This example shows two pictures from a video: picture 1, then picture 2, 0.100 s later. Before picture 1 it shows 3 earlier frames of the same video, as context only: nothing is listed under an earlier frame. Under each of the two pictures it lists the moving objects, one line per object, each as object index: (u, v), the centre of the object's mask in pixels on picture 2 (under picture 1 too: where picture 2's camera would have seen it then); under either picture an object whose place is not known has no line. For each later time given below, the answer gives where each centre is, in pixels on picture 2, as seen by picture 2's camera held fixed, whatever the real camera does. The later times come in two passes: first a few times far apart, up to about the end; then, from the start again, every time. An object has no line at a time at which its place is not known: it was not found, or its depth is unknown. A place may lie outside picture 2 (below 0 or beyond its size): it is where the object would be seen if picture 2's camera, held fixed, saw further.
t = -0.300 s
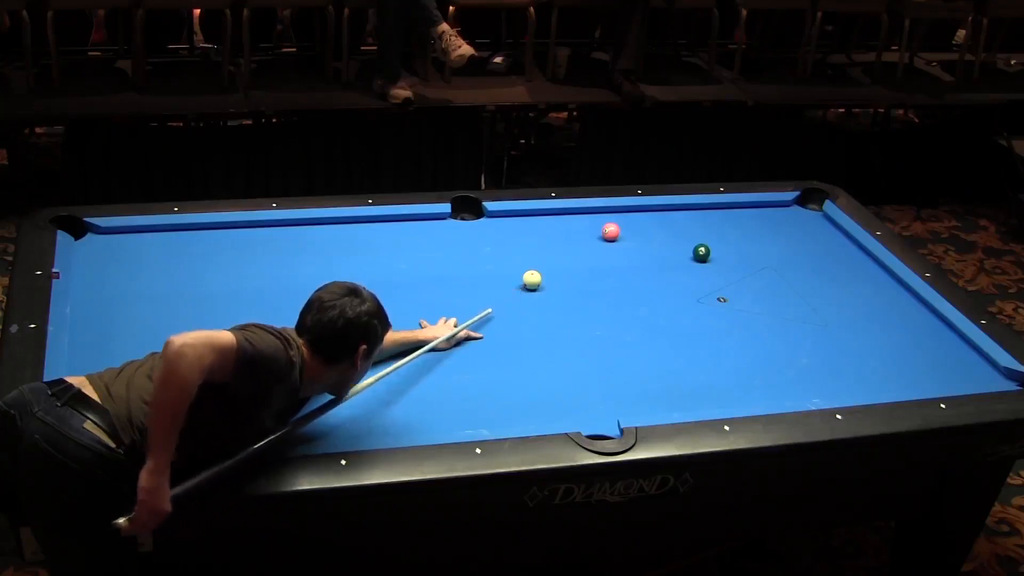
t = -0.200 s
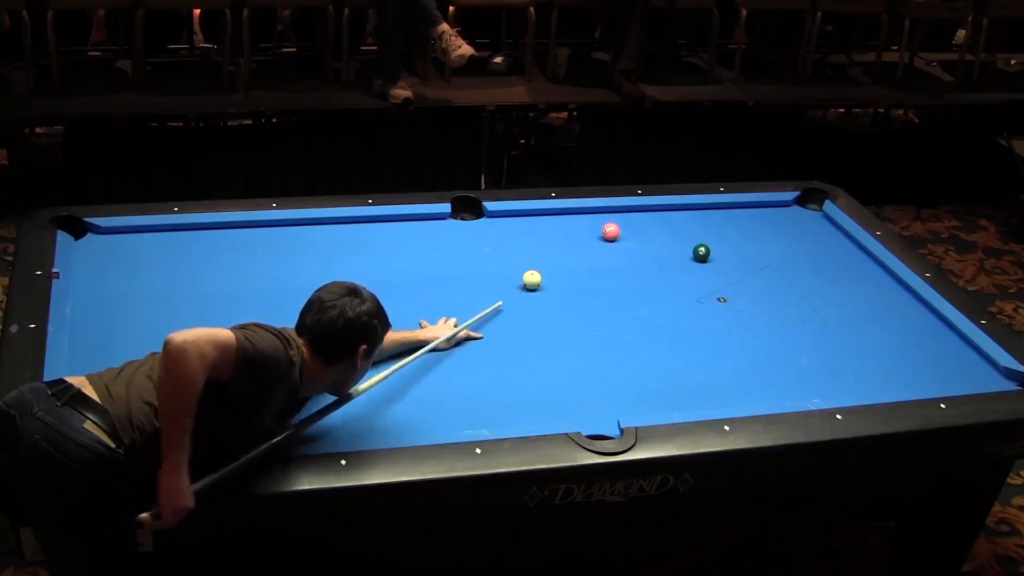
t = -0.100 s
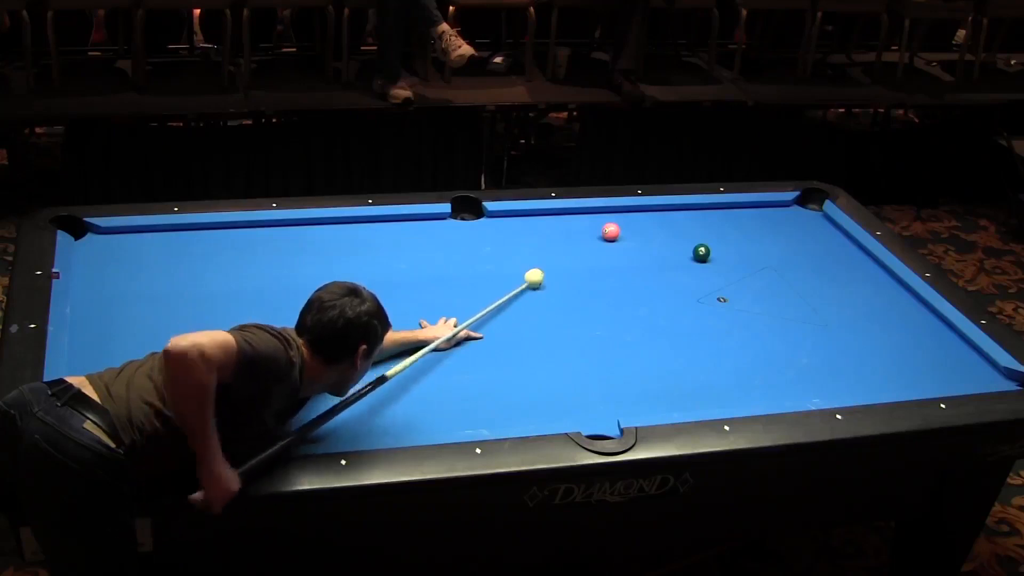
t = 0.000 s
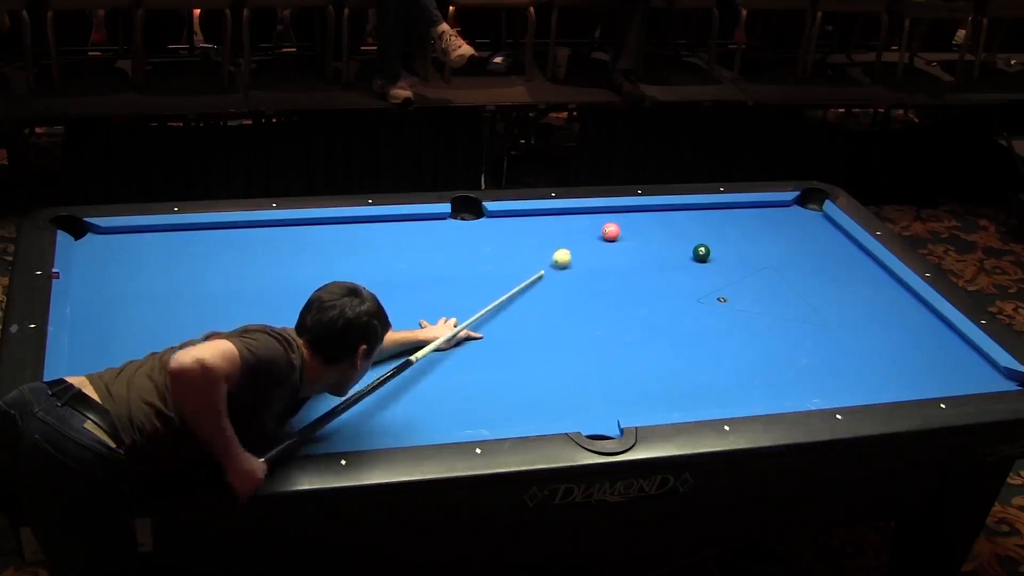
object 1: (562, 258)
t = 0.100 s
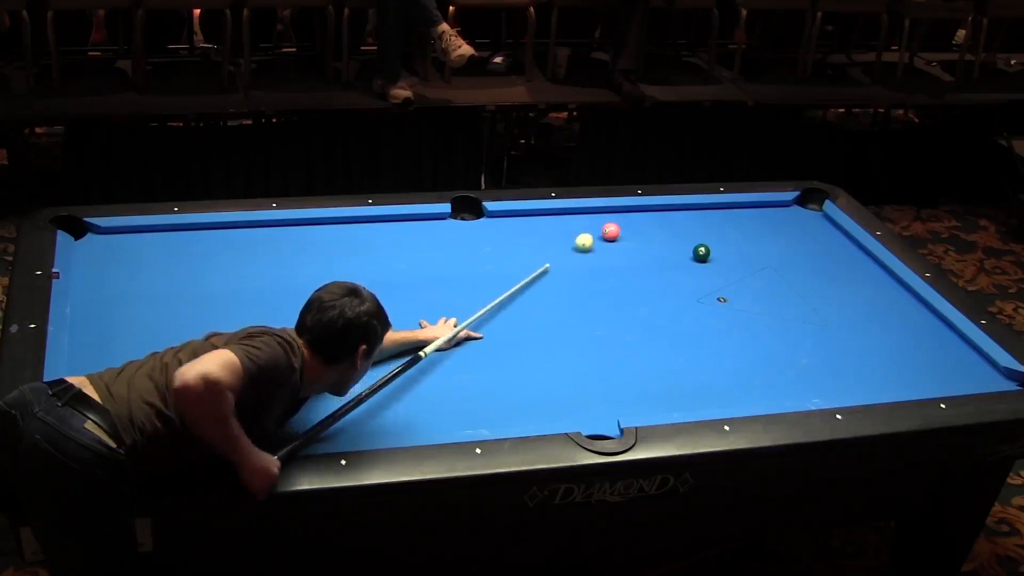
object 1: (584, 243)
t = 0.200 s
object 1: (592, 231)
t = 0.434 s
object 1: (573, 218)
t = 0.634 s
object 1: (562, 217)
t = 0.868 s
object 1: (552, 224)
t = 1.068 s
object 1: (543, 230)
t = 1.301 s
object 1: (534, 237)
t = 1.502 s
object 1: (526, 242)
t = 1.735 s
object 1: (517, 248)
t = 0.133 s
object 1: (590, 238)
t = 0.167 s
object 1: (594, 234)
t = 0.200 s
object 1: (592, 231)
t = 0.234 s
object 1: (588, 229)
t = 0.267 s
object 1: (586, 227)
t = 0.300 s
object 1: (583, 225)
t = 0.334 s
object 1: (580, 223)
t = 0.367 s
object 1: (578, 221)
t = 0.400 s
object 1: (576, 219)
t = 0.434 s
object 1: (573, 218)
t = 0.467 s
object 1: (571, 216)
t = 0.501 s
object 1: (568, 214)
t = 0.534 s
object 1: (566, 214)
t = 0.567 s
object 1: (565, 215)
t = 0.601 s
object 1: (563, 216)
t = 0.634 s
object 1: (562, 217)
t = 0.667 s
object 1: (560, 218)
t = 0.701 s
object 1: (559, 219)
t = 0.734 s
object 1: (557, 220)
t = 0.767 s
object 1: (556, 221)
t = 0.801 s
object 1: (554, 222)
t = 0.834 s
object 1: (553, 223)
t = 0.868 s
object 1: (552, 224)
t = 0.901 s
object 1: (550, 225)
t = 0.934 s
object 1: (550, 225)
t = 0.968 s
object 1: (548, 227)
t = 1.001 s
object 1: (546, 228)
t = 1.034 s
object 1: (545, 229)
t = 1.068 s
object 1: (543, 230)
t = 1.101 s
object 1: (542, 231)
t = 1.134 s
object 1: (540, 232)
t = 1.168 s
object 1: (539, 233)
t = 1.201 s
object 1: (538, 234)
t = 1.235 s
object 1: (536, 235)
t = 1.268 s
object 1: (535, 236)
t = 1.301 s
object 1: (534, 237)
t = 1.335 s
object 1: (533, 237)
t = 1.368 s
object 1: (531, 238)
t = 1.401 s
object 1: (530, 239)
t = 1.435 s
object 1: (529, 240)
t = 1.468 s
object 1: (527, 241)
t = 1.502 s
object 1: (526, 242)
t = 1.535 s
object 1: (525, 243)
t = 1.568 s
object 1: (523, 244)
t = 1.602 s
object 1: (523, 244)
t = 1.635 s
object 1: (521, 245)
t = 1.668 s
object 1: (520, 246)
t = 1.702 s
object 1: (519, 247)
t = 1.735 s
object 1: (517, 248)
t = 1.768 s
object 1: (516, 249)
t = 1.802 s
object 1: (515, 250)
